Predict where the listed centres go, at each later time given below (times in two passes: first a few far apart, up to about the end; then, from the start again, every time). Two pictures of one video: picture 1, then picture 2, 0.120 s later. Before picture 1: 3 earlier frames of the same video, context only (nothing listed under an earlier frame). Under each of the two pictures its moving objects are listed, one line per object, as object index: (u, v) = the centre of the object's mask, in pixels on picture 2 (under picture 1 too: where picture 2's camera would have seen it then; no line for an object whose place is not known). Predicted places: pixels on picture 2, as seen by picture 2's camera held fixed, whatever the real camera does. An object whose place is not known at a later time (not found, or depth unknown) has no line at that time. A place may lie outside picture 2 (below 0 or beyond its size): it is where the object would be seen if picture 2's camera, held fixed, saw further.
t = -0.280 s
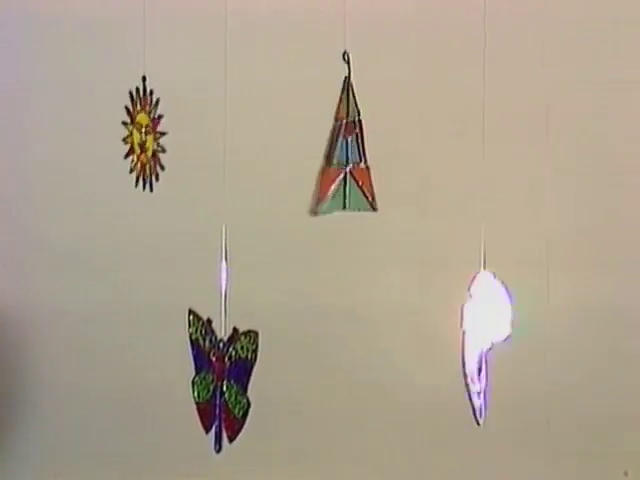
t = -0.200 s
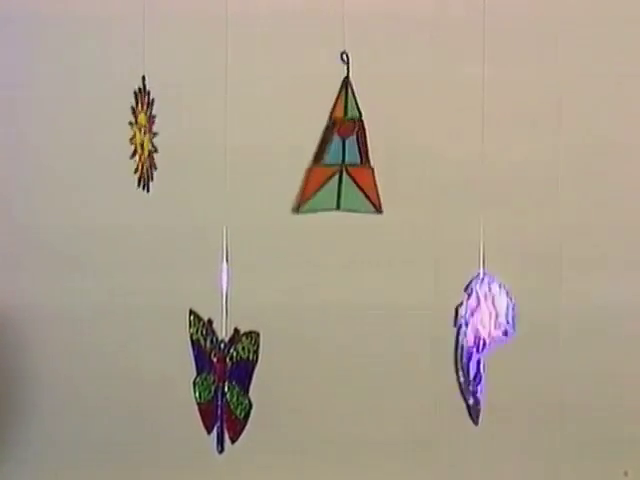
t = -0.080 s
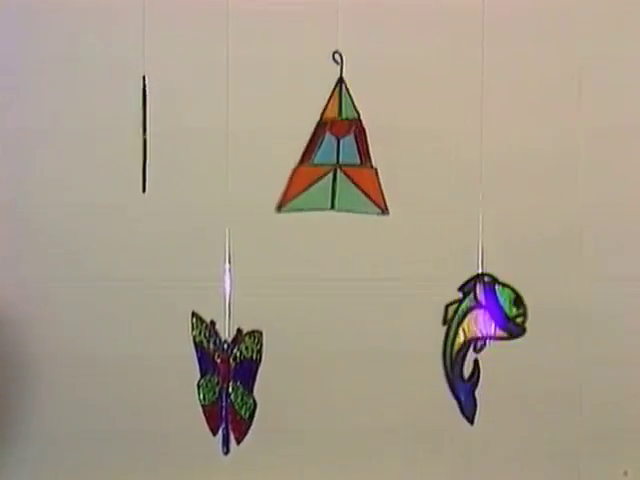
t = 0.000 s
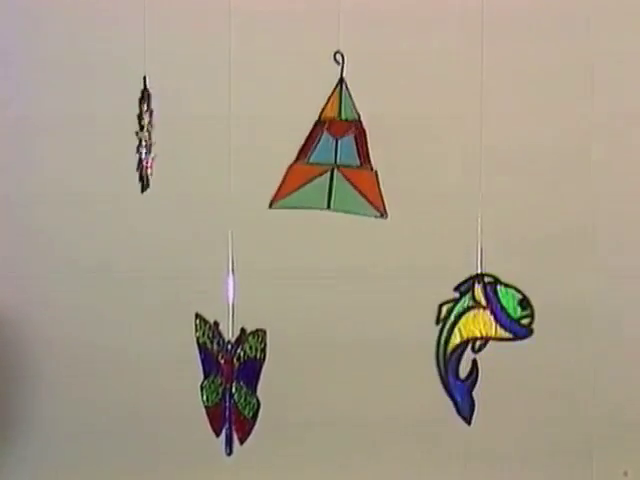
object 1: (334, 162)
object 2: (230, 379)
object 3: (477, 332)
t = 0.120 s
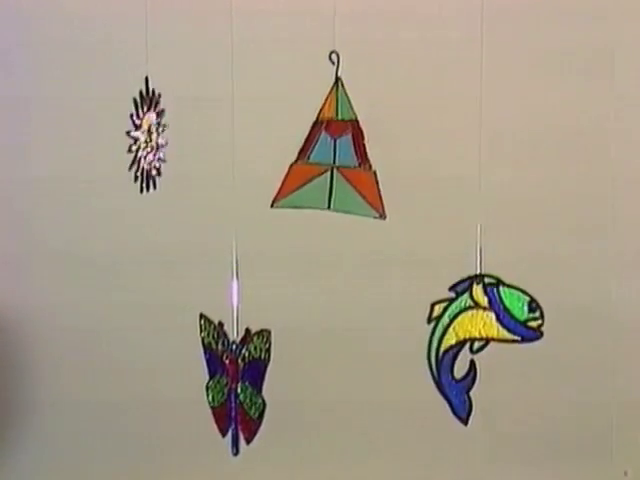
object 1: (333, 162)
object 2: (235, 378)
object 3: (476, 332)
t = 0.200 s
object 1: (334, 161)
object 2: (238, 379)
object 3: (476, 332)
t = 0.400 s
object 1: (341, 158)
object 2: (241, 378)
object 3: (478, 333)
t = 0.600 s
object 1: (348, 153)
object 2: (238, 377)
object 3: (481, 334)
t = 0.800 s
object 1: (349, 161)
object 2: (232, 376)
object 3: (484, 333)
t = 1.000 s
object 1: (342, 162)
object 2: (225, 376)
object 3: (484, 332)
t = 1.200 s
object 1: (335, 161)
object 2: (223, 377)
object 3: (482, 332)
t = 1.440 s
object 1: (335, 159)
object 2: (228, 379)
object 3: (478, 338)
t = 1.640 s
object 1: (343, 141)
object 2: (236, 380)
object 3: (477, 334)
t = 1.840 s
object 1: (348, 159)
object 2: (240, 379)
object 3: (477, 334)
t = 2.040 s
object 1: (348, 162)
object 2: (239, 378)
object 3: (481, 334)
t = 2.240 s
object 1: (341, 162)
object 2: (233, 378)
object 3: (484, 333)
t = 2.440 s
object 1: (335, 162)
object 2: (225, 377)
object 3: (485, 332)
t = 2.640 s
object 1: (336, 161)
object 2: (223, 382)
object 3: (484, 331)
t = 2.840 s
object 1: (342, 158)
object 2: (226, 381)
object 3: (480, 332)
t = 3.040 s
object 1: (348, 143)
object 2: (234, 379)
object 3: (478, 335)
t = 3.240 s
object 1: (347, 158)
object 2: (240, 377)
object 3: (478, 339)
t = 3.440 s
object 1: (340, 160)
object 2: (240, 377)
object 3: (481, 341)
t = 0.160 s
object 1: (333, 161)
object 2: (237, 378)
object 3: (476, 332)
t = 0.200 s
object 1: (334, 161)
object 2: (238, 379)
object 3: (476, 332)
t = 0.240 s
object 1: (335, 161)
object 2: (239, 379)
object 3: (476, 332)
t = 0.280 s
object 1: (336, 161)
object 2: (240, 379)
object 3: (476, 332)
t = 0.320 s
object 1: (338, 160)
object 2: (241, 378)
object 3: (477, 333)
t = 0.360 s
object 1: (339, 160)
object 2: (241, 378)
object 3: (477, 333)
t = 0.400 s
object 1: (341, 158)
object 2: (241, 378)
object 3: (478, 333)
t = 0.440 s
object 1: (343, 156)
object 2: (241, 378)
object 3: (478, 333)
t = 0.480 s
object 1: (344, 153)
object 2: (240, 378)
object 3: (478, 334)
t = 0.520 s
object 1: (346, 144)
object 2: (240, 377)
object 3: (479, 334)
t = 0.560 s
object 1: (347, 147)
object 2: (239, 377)
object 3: (480, 334)
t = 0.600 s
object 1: (348, 153)
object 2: (238, 377)
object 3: (481, 334)
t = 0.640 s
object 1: (349, 157)
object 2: (237, 377)
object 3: (481, 334)
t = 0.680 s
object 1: (349, 159)
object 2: (236, 377)
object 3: (482, 334)
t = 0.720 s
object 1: (349, 160)
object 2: (234, 376)
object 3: (483, 334)
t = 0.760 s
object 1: (349, 160)
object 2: (233, 376)
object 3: (484, 333)
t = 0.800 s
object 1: (349, 161)
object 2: (232, 376)
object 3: (484, 333)
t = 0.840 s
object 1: (348, 162)
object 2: (230, 376)
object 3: (485, 333)
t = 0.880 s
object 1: (347, 162)
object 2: (229, 376)
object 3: (485, 333)
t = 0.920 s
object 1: (346, 162)
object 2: (228, 376)
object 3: (485, 332)
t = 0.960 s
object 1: (344, 162)
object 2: (226, 376)
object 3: (485, 332)
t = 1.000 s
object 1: (342, 162)
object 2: (225, 376)
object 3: (484, 332)
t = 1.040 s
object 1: (341, 162)
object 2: (224, 376)
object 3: (484, 332)
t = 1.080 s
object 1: (339, 162)
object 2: (223, 377)
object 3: (484, 332)
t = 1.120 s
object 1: (337, 162)
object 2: (223, 377)
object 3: (483, 332)
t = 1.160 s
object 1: (336, 162)
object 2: (222, 377)
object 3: (483, 332)
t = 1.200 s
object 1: (335, 161)
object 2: (223, 377)
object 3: (482, 332)
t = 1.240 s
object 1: (334, 161)
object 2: (223, 378)
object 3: (481, 332)
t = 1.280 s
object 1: (333, 161)
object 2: (223, 378)
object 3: (480, 333)
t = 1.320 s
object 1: (333, 161)
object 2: (224, 378)
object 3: (479, 334)
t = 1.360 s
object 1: (333, 160)
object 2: (225, 379)
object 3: (479, 335)
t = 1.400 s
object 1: (334, 160)
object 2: (226, 379)
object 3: (478, 336)
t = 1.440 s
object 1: (335, 159)
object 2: (228, 379)
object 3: (478, 338)
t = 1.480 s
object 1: (336, 158)
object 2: (230, 379)
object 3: (478, 343)
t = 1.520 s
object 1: (337, 156)
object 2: (231, 379)
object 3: (477, 339)
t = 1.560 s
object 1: (339, 153)
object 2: (233, 379)
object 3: (477, 338)
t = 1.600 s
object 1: (341, 145)
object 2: (235, 380)
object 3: (477, 335)
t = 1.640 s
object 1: (343, 141)
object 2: (236, 380)
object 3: (477, 334)
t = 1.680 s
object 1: (344, 152)
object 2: (237, 380)
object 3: (477, 335)
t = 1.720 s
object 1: (345, 155)
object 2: (238, 380)
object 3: (477, 335)
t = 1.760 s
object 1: (346, 157)
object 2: (239, 380)
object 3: (477, 334)
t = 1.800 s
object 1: (347, 158)
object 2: (240, 380)
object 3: (477, 334)
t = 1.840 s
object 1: (348, 159)
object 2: (240, 379)
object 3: (477, 334)
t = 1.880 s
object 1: (348, 160)
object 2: (241, 379)
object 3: (478, 334)
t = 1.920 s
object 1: (349, 161)
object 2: (241, 379)
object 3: (479, 334)
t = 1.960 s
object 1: (349, 161)
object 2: (241, 379)
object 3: (480, 334)
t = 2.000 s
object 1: (349, 162)
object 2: (240, 379)
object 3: (480, 334)
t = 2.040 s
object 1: (348, 162)
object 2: (239, 378)
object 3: (481, 334)
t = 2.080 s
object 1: (347, 162)
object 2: (238, 379)
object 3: (482, 333)
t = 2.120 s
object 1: (346, 162)
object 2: (237, 378)
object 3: (483, 334)
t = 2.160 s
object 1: (344, 162)
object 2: (236, 378)
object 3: (483, 333)
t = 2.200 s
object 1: (343, 162)
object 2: (234, 379)
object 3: (484, 333)
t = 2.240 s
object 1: (341, 162)
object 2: (233, 378)
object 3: (484, 333)
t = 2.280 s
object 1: (340, 162)
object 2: (231, 378)
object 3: (484, 332)
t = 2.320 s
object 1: (338, 162)
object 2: (229, 378)
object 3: (485, 332)
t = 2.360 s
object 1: (337, 162)
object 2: (228, 378)
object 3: (485, 332)
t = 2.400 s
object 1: (336, 162)
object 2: (226, 377)
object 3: (485, 332)
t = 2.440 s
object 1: (335, 162)
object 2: (225, 377)
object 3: (485, 332)
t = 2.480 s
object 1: (334, 161)
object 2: (224, 378)
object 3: (485, 332)
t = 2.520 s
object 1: (335, 162)
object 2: (224, 378)
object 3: (485, 331)
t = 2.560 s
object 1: (335, 161)
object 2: (223, 380)
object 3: (485, 331)
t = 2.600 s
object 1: (335, 161)
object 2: (223, 380)
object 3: (484, 331)
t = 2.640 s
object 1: (336, 161)
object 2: (223, 382)
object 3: (484, 331)
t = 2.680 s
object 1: (336, 160)
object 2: (223, 383)
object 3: (483, 332)
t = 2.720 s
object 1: (337, 160)
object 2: (223, 384)
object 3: (482, 332)
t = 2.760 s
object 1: (339, 159)
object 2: (224, 384)
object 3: (482, 332)
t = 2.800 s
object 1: (340, 159)
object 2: (225, 383)
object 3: (481, 332)
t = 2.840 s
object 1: (342, 158)
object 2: (226, 381)
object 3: (480, 332)
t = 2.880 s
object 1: (344, 155)
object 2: (228, 379)
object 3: (480, 333)
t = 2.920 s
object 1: (345, 153)
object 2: (229, 379)
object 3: (479, 332)
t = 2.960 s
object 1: (347, 149)
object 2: (231, 379)
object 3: (479, 333)
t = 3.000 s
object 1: (348, 141)
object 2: (232, 379)
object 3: (479, 334)
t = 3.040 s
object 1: (348, 143)
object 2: (234, 379)
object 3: (478, 335)
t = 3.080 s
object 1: (348, 149)
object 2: (235, 378)
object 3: (478, 335)
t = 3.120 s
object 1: (349, 153)
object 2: (237, 378)
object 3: (478, 336)
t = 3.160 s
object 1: (349, 155)
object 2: (238, 378)
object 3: (478, 337)
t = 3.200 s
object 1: (348, 157)
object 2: (239, 377)
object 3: (478, 338)
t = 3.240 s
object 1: (347, 158)
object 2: (240, 377)
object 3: (478, 339)
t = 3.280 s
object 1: (346, 159)
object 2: (240, 377)
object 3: (478, 340)
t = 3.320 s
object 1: (344, 159)
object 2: (241, 377)
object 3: (478, 344)
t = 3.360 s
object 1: (343, 159)
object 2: (241, 376)
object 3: (480, 345)
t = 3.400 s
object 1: (341, 160)
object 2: (241, 376)
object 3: (481, 344)
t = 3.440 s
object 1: (340, 160)
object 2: (240, 377)
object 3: (481, 341)
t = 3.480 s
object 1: (339, 160)
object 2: (241, 375)
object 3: (483, 339)
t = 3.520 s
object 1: (336, 161)
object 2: (239, 377)
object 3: (482, 338)
